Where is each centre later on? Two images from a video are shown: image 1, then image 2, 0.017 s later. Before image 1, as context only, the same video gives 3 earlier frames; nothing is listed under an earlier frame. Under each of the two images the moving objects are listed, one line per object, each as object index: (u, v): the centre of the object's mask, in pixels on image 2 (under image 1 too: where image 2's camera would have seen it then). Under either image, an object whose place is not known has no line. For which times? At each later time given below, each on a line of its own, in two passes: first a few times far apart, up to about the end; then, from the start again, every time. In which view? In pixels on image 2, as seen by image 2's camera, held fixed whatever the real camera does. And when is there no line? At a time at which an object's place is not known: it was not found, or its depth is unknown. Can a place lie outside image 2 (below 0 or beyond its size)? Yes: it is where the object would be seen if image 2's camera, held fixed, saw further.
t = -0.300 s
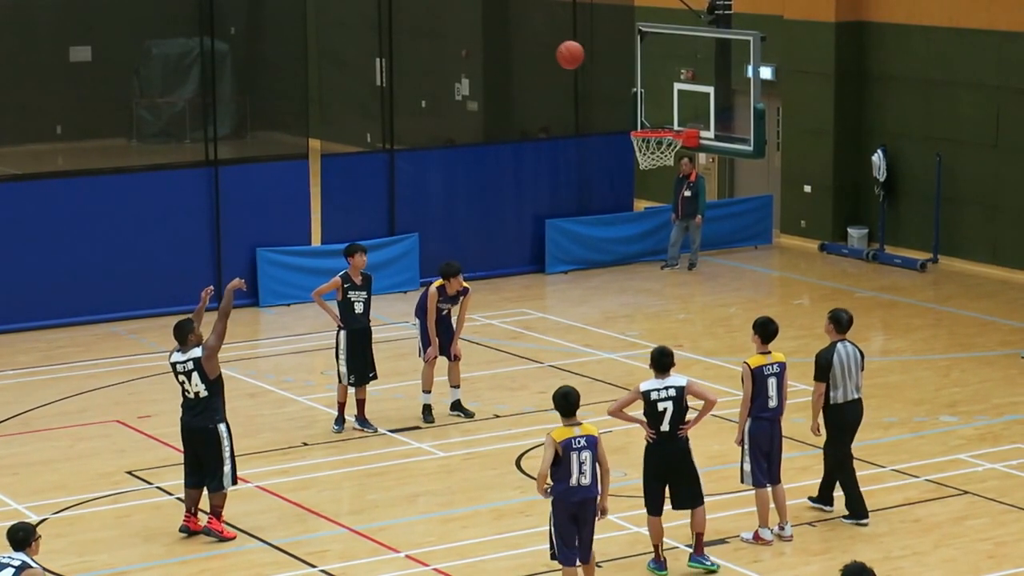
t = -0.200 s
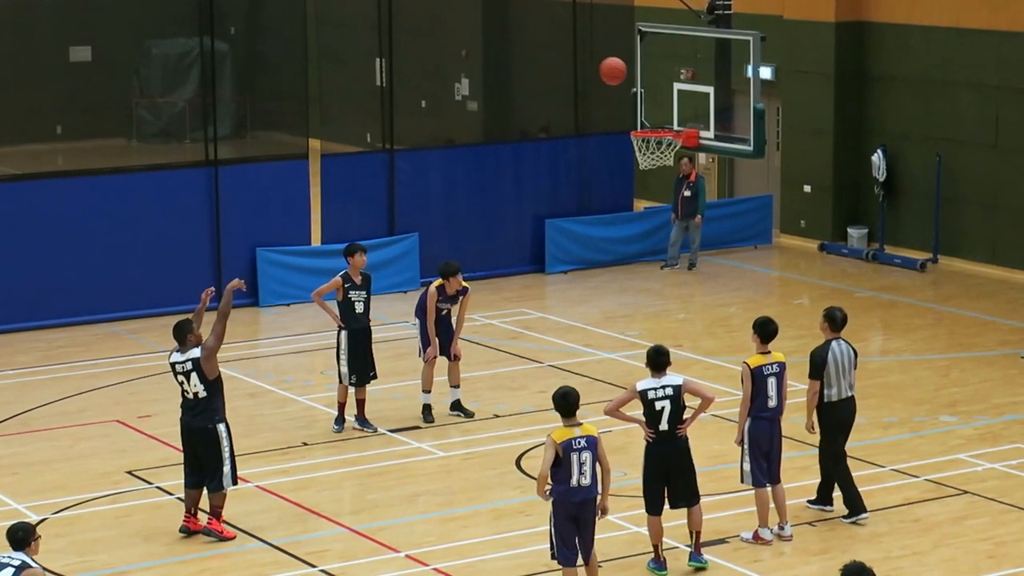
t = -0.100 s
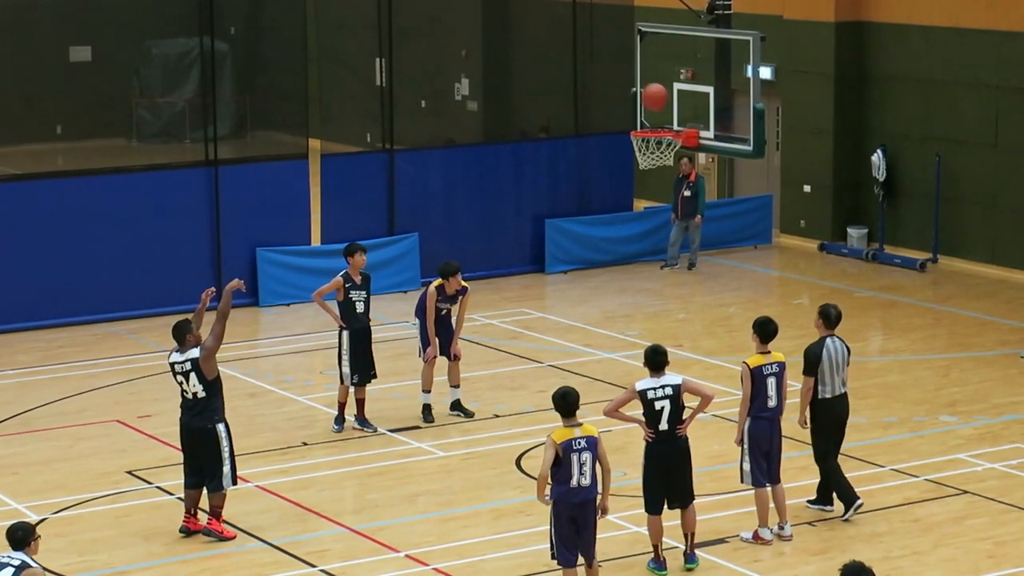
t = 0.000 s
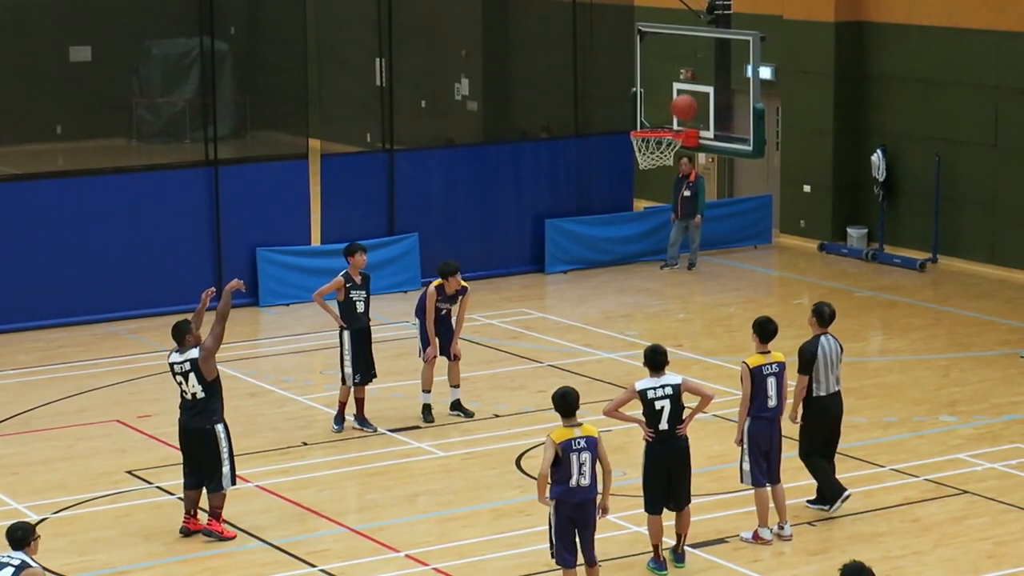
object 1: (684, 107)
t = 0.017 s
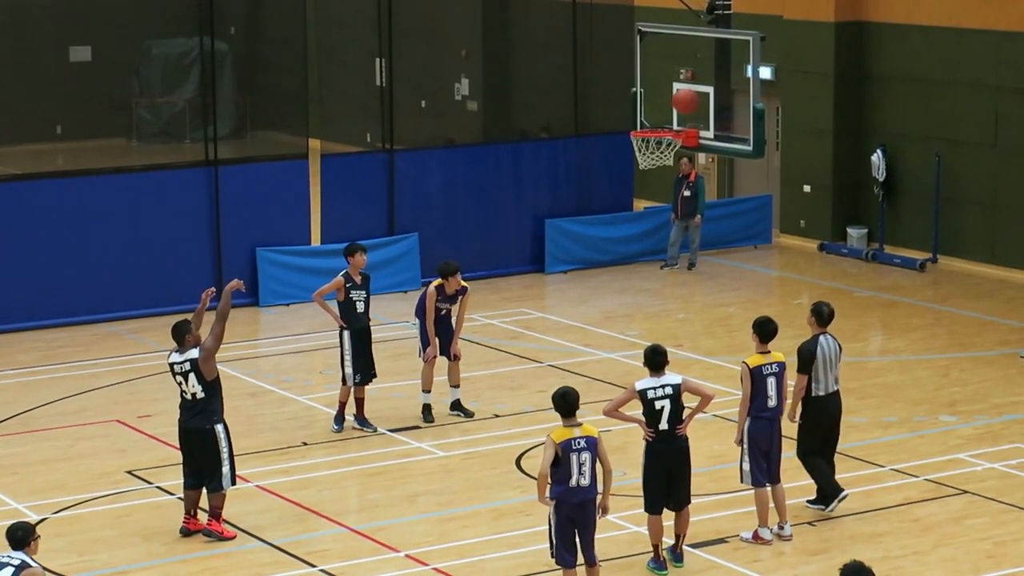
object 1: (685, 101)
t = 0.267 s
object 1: (669, 54)
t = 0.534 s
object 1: (647, 79)
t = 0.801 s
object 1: (653, 107)
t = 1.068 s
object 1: (673, 110)
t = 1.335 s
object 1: (650, 127)
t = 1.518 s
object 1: (643, 177)
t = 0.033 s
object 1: (686, 94)
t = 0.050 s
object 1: (686, 89)
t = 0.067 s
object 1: (684, 85)
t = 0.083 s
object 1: (683, 80)
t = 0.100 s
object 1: (681, 76)
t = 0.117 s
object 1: (680, 73)
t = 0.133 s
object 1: (679, 70)
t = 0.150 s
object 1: (678, 67)
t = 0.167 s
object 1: (676, 64)
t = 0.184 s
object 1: (675, 61)
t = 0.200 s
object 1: (674, 59)
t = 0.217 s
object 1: (673, 57)
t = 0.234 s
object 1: (671, 56)
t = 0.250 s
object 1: (670, 54)
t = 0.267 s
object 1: (669, 54)
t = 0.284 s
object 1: (667, 53)
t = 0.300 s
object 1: (666, 53)
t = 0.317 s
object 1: (665, 53)
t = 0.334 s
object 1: (663, 53)
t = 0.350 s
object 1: (662, 54)
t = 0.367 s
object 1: (660, 54)
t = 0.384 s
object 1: (659, 55)
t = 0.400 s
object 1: (658, 57)
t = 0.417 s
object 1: (656, 59)
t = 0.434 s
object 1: (655, 60)
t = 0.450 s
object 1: (653, 63)
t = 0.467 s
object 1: (652, 65)
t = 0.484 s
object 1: (651, 68)
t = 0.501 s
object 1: (650, 71)
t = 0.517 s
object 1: (648, 75)
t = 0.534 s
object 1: (647, 79)
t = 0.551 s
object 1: (645, 83)
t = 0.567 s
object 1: (644, 88)
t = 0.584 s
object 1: (643, 93)
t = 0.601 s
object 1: (641, 97)
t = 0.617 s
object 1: (640, 103)
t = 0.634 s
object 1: (638, 109)
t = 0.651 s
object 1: (637, 115)
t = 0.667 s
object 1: (635, 120)
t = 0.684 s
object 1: (637, 120)
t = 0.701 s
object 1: (639, 117)
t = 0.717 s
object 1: (642, 115)
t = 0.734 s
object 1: (644, 113)
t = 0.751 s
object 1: (646, 111)
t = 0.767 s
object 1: (648, 109)
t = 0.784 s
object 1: (650, 108)
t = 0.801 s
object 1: (653, 107)
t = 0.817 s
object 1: (654, 107)
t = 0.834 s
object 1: (656, 107)
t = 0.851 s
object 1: (659, 107)
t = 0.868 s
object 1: (660, 106)
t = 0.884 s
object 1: (663, 107)
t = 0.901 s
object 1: (665, 107)
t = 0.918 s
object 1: (667, 108)
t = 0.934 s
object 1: (669, 109)
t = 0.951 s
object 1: (672, 111)
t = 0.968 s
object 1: (673, 113)
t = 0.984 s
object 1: (676, 115)
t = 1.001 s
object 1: (678, 116)
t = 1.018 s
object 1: (678, 114)
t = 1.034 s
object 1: (676, 113)
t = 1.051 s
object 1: (675, 111)
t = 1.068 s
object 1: (673, 110)
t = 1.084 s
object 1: (672, 109)
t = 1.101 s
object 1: (670, 109)
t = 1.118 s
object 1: (669, 109)
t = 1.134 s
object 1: (668, 109)
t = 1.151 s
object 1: (667, 109)
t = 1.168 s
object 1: (665, 110)
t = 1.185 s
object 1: (664, 111)
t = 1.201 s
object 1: (662, 113)
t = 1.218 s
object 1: (660, 114)
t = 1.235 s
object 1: (659, 116)
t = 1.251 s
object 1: (658, 117)
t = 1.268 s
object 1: (657, 120)
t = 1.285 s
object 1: (655, 122)
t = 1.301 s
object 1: (653, 124)
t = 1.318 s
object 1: (652, 125)
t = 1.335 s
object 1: (650, 127)
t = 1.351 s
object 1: (649, 129)
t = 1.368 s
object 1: (647, 139)
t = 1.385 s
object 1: (647, 145)
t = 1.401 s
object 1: (644, 149)
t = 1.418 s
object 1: (642, 155)
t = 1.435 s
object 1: (642, 159)
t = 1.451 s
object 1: (642, 163)
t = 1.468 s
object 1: (644, 168)
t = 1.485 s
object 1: (643, 170)
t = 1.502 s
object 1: (643, 173)
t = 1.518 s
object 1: (643, 177)
